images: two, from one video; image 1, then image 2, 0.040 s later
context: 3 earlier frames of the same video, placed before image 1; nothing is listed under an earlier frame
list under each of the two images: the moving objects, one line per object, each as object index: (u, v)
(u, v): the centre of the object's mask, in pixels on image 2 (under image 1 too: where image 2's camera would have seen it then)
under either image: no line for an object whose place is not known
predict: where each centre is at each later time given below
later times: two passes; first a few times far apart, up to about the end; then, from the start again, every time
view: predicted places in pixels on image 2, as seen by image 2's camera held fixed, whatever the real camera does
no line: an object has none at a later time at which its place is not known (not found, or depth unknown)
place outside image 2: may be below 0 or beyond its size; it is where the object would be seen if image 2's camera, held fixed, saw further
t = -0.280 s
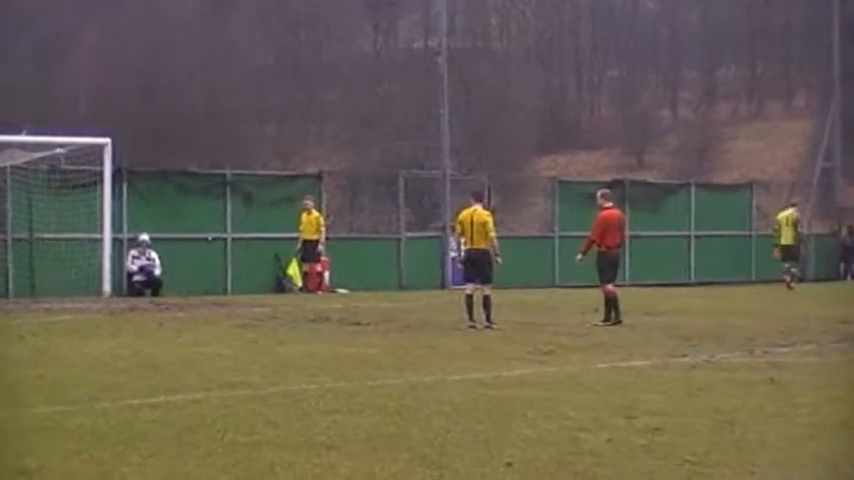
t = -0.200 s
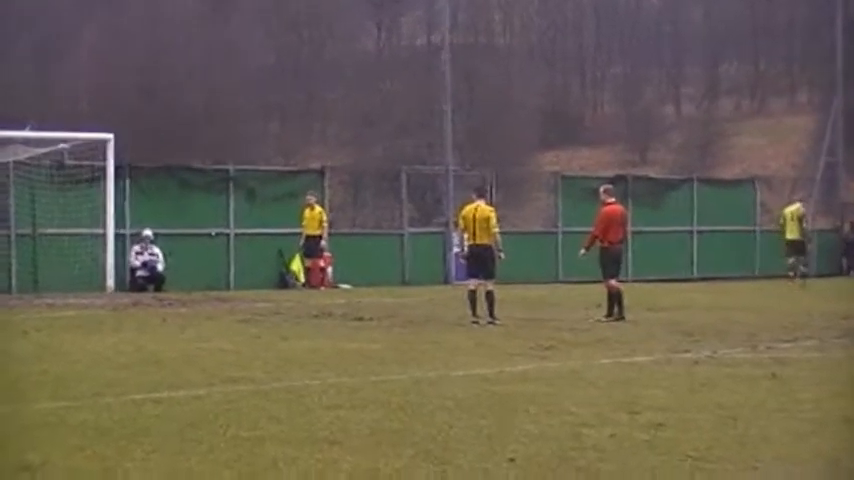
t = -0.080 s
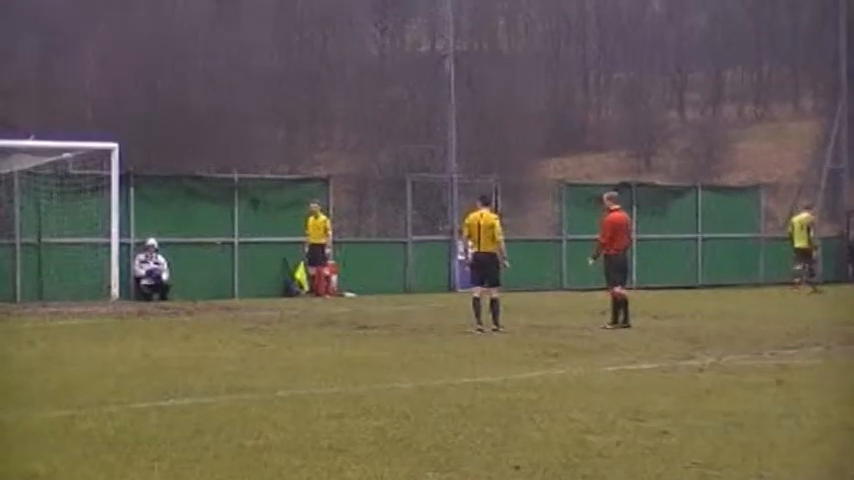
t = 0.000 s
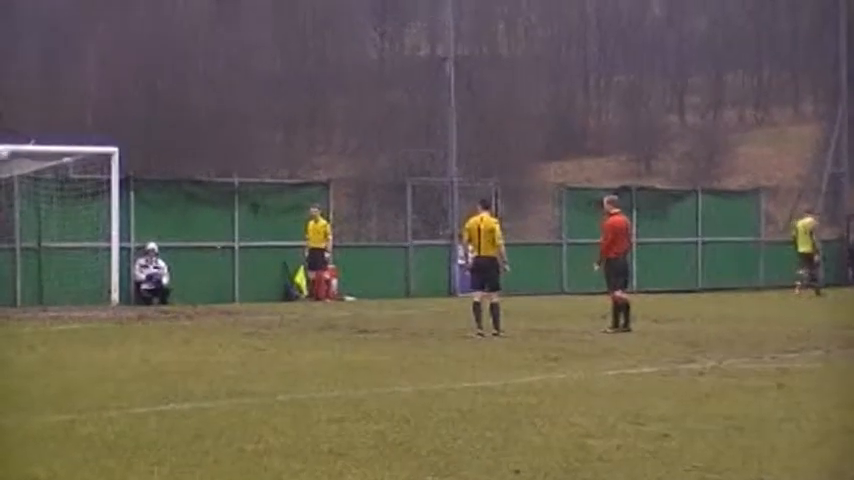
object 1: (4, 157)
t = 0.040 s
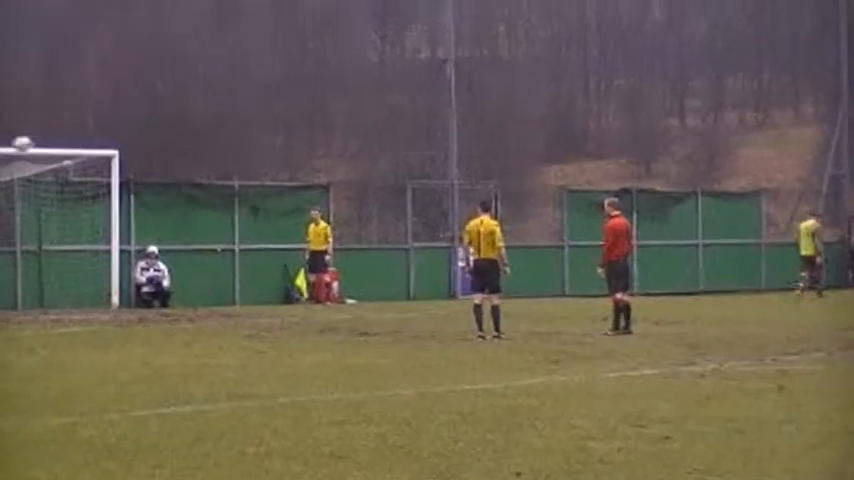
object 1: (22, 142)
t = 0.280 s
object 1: (143, 89)
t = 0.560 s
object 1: (287, 79)
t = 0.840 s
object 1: (433, 127)
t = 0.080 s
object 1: (42, 131)
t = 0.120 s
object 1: (61, 120)
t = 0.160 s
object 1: (82, 110)
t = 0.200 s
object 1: (102, 101)
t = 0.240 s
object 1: (123, 95)
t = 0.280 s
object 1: (143, 89)
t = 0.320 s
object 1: (163, 84)
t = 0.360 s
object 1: (184, 81)
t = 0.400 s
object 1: (204, 77)
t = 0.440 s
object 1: (225, 76)
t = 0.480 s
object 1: (246, 76)
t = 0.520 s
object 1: (266, 77)
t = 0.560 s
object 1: (287, 79)
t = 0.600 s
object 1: (307, 83)
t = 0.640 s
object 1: (328, 87)
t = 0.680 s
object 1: (350, 92)
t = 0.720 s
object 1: (370, 99)
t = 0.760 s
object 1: (391, 107)
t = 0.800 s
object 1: (412, 116)
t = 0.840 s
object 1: (433, 127)
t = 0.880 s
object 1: (454, 138)
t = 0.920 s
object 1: (476, 152)
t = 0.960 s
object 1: (497, 166)
